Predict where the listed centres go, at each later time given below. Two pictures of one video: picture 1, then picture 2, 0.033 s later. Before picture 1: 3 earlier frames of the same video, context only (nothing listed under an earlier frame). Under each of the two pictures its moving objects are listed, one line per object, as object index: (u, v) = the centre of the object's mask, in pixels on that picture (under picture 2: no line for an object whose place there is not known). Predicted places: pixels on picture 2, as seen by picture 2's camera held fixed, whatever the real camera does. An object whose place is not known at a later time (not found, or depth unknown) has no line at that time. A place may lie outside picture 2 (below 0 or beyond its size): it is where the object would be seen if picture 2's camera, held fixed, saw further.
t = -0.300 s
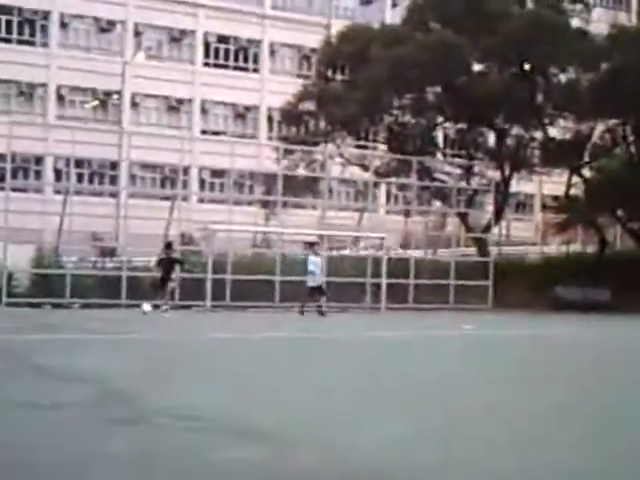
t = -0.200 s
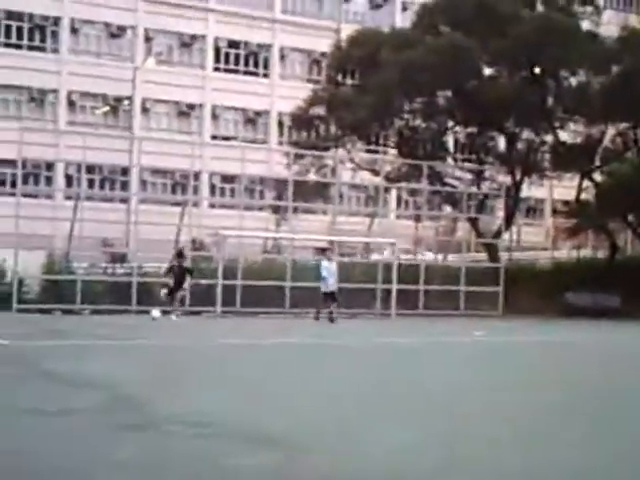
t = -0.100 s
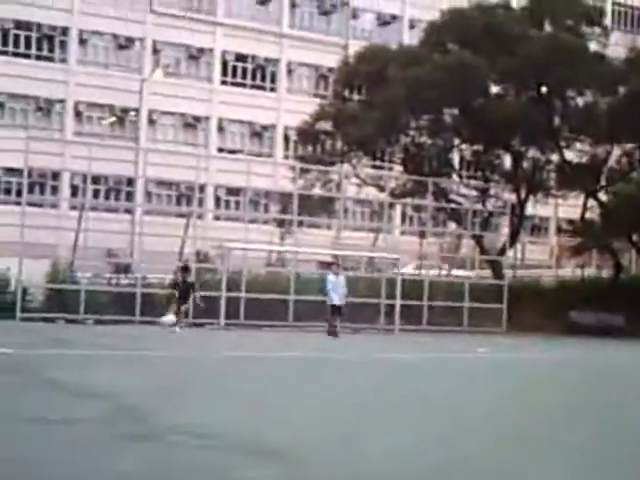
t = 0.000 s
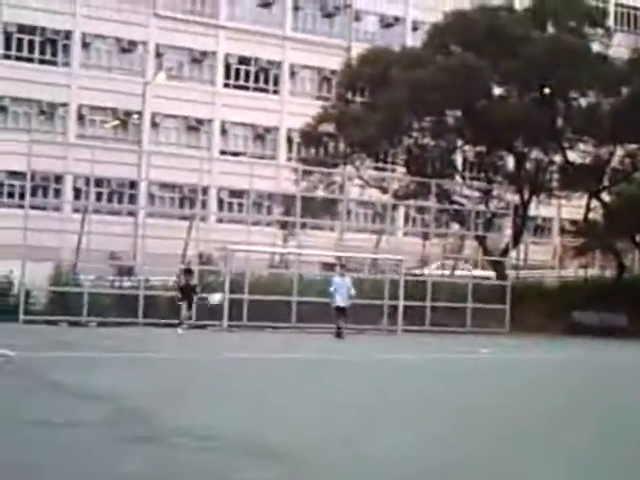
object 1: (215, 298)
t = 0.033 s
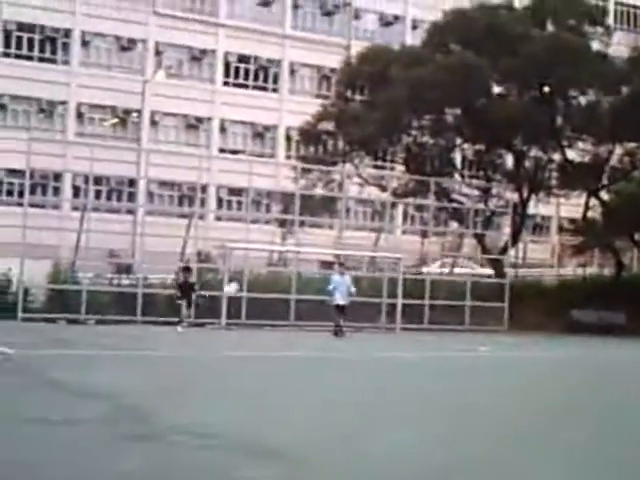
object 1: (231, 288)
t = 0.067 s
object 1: (248, 281)
